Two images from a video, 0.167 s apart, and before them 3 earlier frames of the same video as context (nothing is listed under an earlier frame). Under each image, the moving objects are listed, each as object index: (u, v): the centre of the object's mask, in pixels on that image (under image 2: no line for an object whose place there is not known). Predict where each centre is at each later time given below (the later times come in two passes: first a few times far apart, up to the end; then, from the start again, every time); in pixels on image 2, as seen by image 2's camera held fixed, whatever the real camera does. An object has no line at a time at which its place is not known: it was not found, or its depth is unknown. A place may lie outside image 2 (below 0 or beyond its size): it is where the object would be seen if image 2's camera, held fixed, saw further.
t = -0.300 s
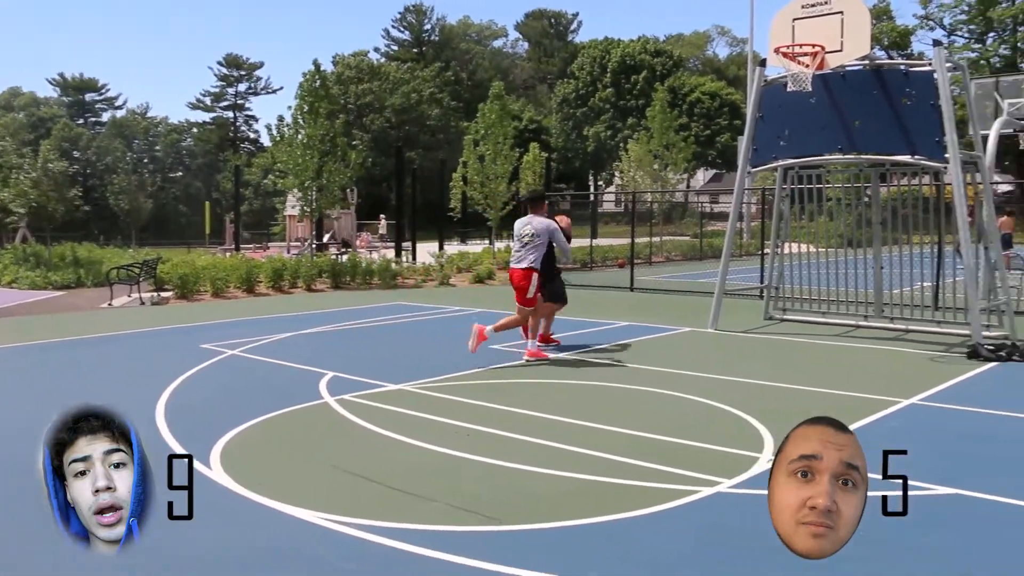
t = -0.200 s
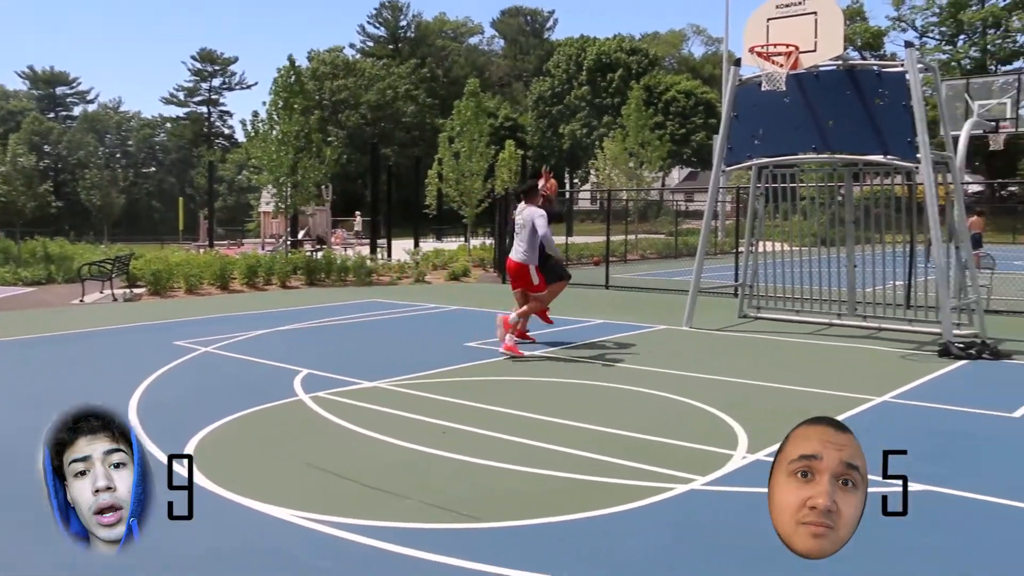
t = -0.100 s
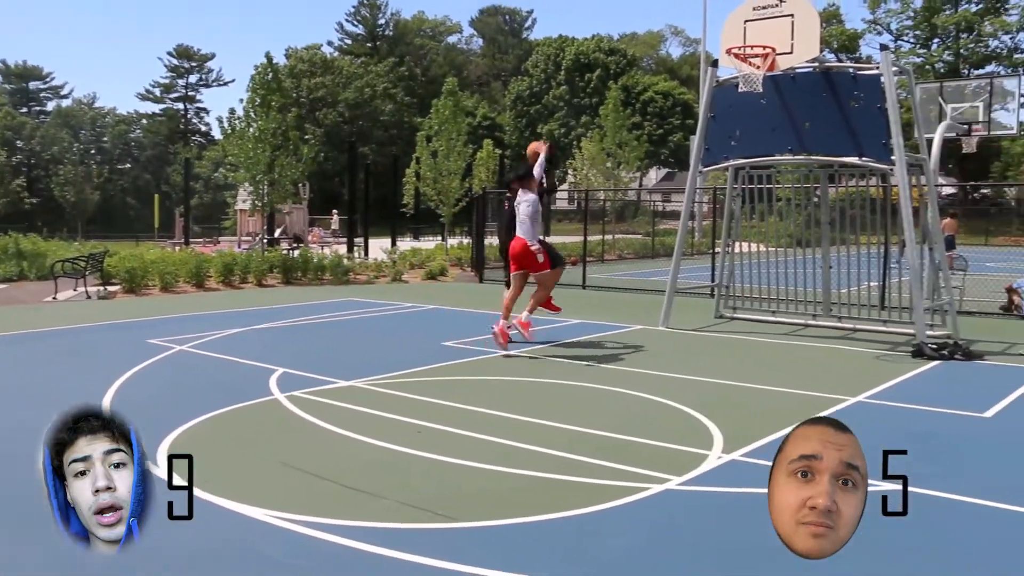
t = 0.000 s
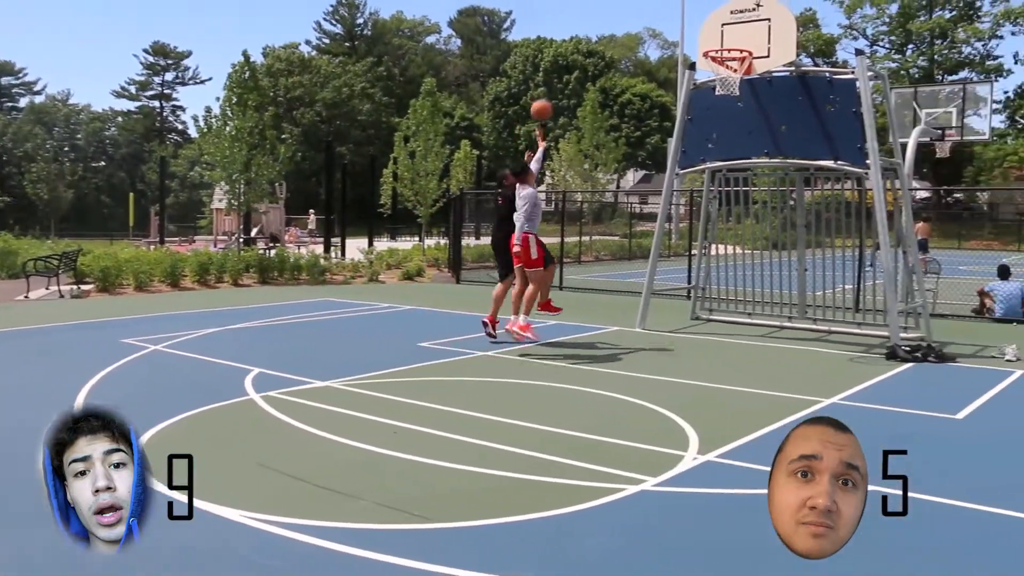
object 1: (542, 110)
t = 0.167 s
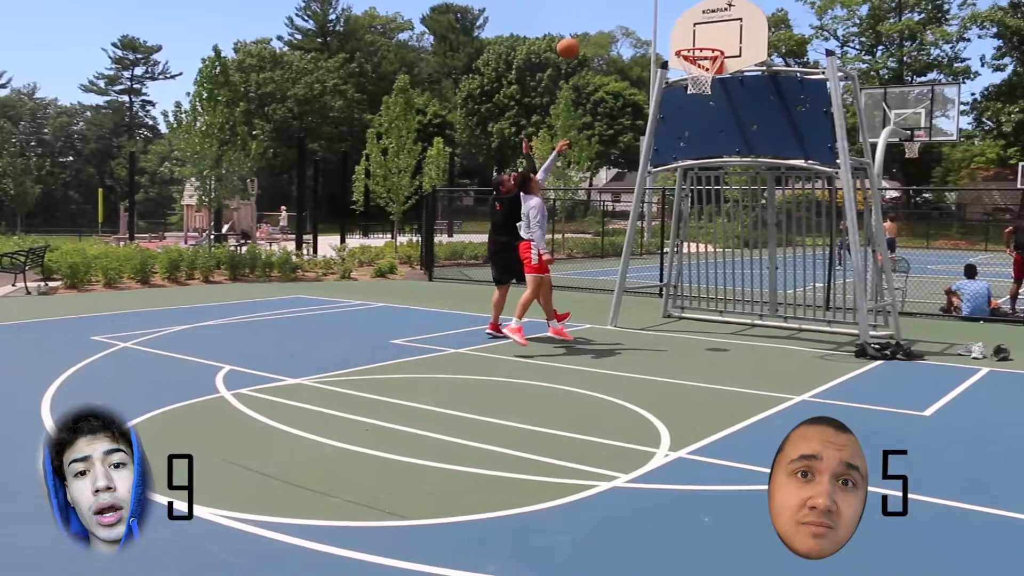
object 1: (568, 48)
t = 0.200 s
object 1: (579, 39)
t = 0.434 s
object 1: (652, 10)
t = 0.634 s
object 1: (696, 13)
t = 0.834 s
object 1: (704, 40)
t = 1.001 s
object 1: (677, 36)
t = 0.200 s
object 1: (579, 39)
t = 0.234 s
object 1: (589, 32)
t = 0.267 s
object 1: (599, 25)
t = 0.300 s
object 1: (610, 19)
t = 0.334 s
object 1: (620, 14)
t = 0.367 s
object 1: (631, 12)
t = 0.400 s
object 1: (642, 11)
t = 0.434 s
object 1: (652, 10)
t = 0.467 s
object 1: (663, 10)
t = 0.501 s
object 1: (673, 11)
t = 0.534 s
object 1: (684, 11)
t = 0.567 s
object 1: (691, 11)
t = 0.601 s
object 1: (694, 12)
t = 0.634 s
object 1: (696, 13)
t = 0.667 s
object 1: (698, 16)
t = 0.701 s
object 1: (701, 22)
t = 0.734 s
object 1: (704, 28)
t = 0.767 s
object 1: (707, 35)
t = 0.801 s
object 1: (710, 41)
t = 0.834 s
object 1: (704, 40)
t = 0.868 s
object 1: (696, 39)
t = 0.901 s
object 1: (690, 39)
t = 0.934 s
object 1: (683, 39)
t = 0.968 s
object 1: (679, 38)
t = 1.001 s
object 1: (677, 36)
